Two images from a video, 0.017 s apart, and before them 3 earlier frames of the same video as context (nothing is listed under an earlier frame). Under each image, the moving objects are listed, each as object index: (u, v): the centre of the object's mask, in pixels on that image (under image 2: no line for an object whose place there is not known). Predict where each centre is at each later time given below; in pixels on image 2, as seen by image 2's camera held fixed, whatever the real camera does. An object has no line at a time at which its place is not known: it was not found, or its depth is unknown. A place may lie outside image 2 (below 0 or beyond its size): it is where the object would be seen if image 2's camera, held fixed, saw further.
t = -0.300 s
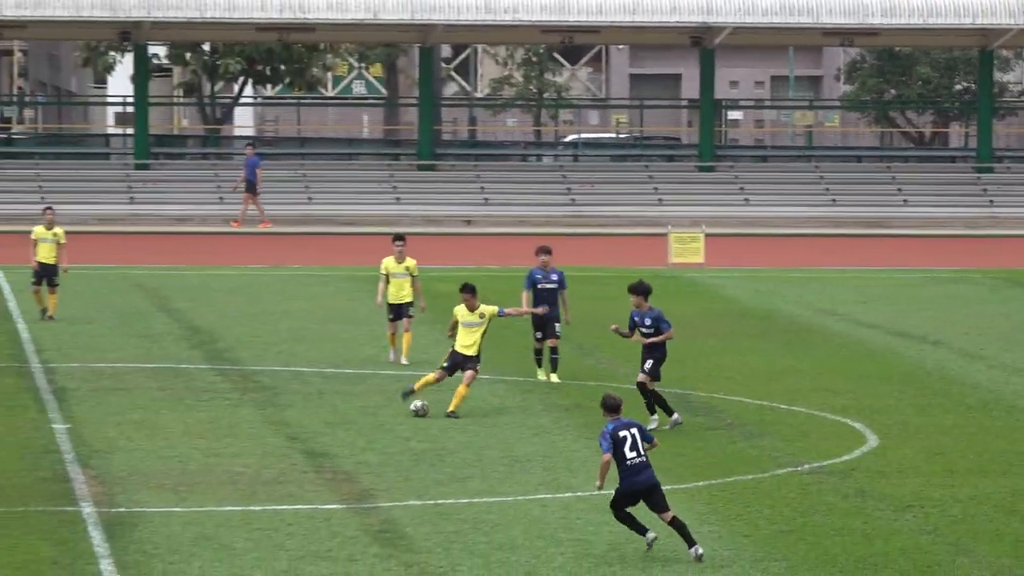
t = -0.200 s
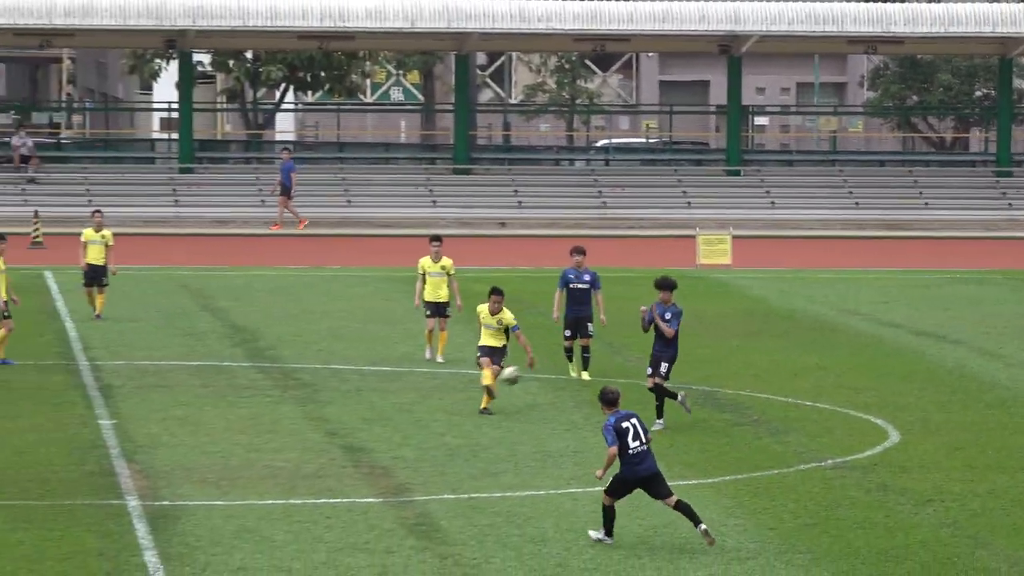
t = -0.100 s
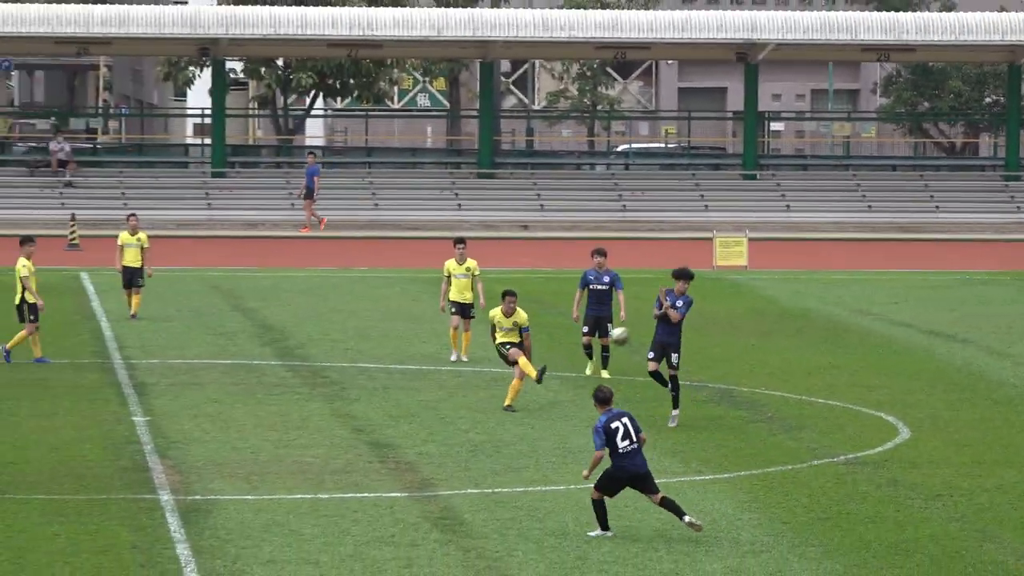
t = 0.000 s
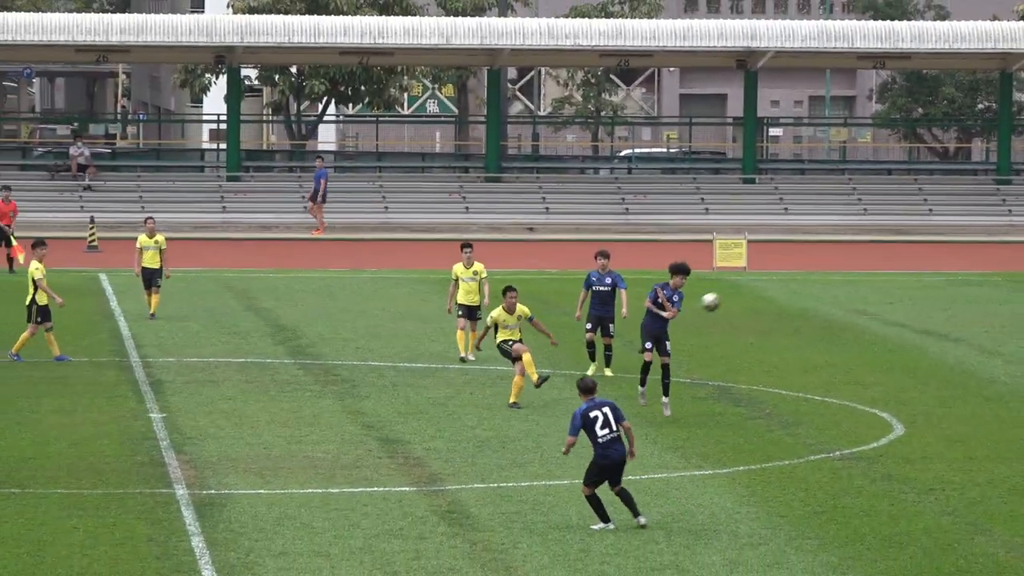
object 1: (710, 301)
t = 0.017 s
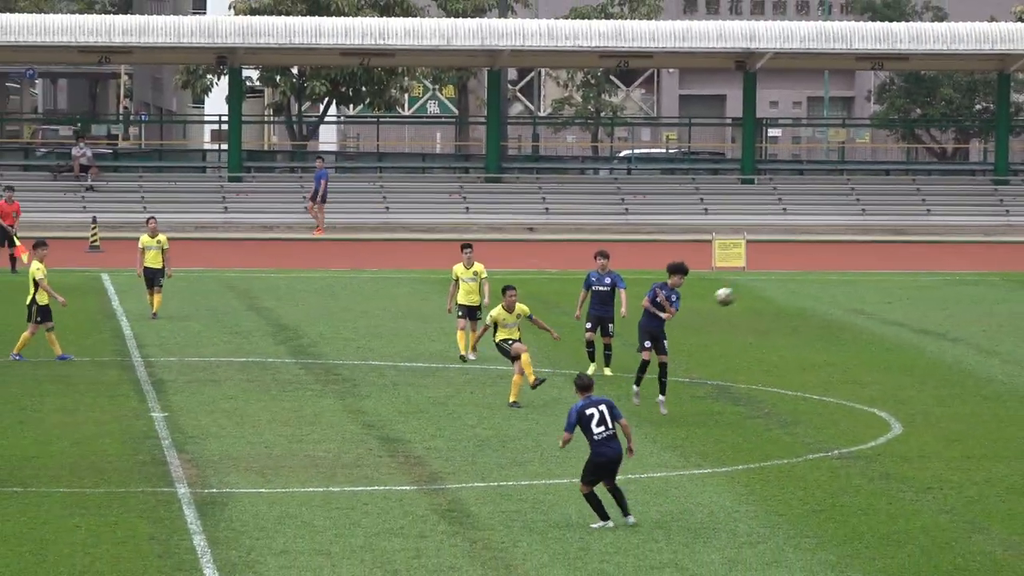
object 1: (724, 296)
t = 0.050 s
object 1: (754, 286)
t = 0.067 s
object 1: (769, 280)
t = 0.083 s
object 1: (784, 275)
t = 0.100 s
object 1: (799, 268)
